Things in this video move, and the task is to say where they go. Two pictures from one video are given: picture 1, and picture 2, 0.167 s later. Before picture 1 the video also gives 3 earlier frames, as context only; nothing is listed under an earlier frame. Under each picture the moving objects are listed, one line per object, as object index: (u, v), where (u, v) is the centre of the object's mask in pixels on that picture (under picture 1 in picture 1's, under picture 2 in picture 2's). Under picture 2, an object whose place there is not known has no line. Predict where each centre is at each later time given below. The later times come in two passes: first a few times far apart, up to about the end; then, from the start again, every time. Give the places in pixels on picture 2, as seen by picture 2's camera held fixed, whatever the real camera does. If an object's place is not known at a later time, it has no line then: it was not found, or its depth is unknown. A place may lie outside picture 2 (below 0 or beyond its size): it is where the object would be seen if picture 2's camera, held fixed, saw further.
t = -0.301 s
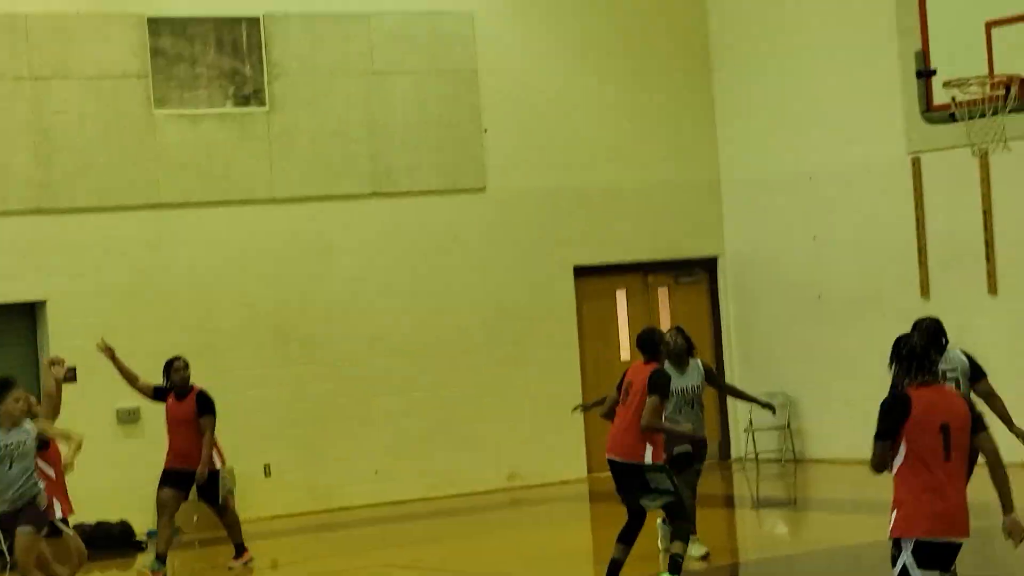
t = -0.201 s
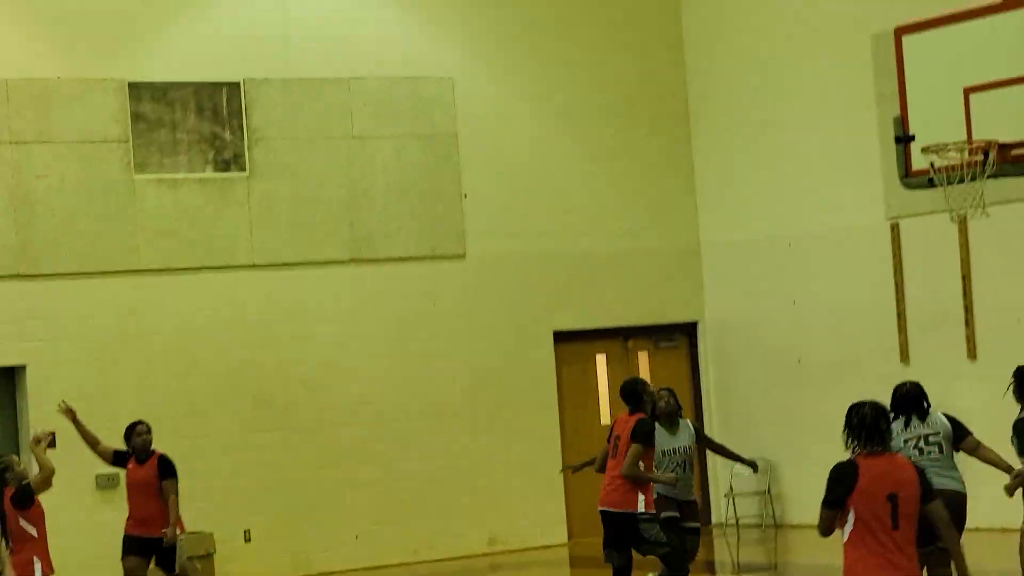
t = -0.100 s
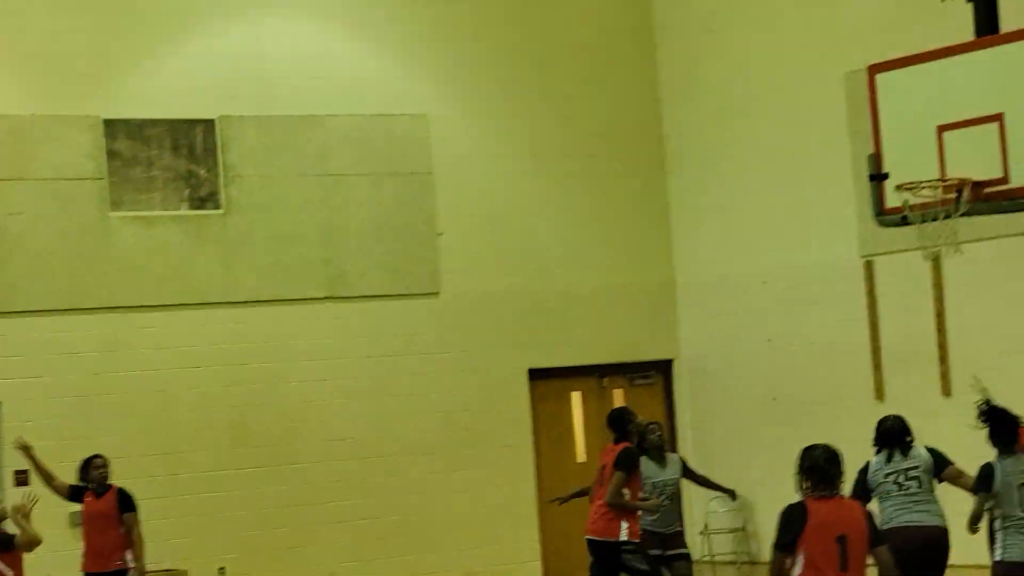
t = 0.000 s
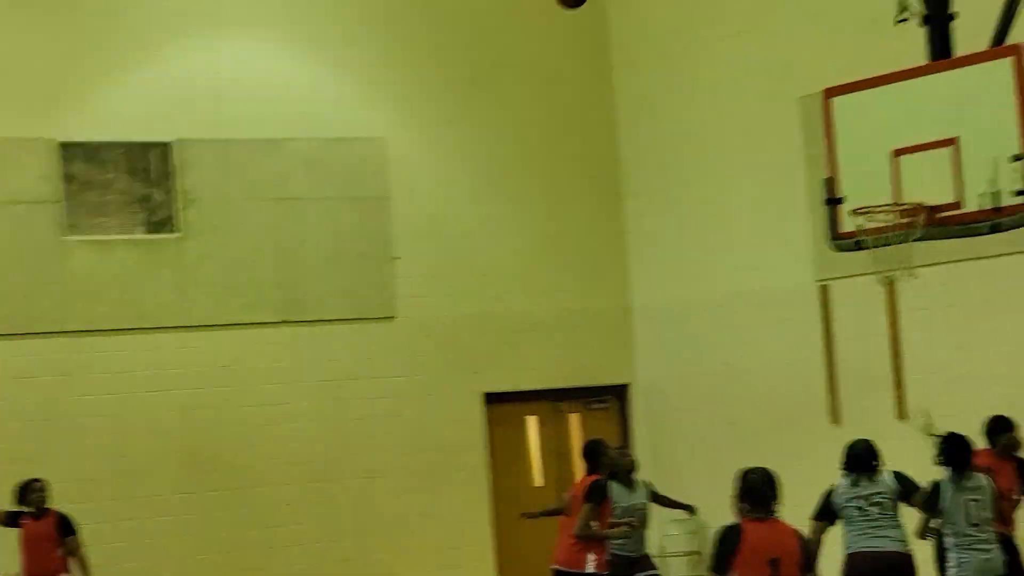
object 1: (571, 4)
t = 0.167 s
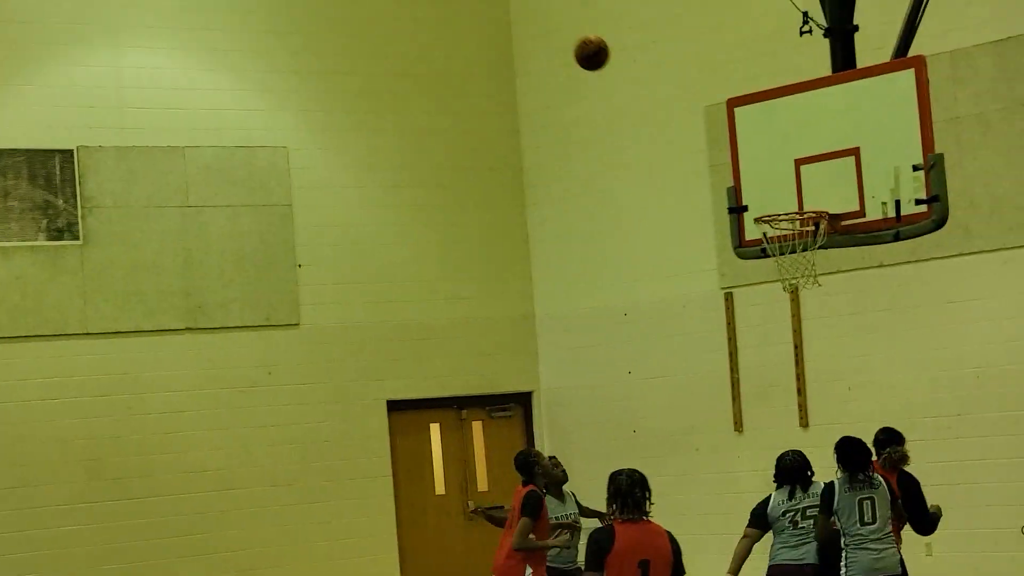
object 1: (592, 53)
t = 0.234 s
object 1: (638, 84)
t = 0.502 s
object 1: (818, 242)
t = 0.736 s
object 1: (834, 260)
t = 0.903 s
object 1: (823, 297)
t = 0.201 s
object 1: (615, 67)
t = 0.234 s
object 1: (638, 84)
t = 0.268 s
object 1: (661, 102)
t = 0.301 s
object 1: (685, 122)
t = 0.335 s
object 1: (708, 143)
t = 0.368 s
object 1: (731, 166)
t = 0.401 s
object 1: (755, 192)
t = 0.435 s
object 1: (777, 213)
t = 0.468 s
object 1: (798, 229)
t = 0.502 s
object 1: (818, 242)
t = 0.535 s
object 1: (830, 245)
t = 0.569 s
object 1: (837, 246)
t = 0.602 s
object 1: (838, 244)
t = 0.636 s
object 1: (837, 254)
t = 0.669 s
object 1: (835, 254)
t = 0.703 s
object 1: (835, 257)
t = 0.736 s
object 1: (834, 260)
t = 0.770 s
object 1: (833, 264)
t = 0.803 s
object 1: (831, 271)
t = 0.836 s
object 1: (829, 278)
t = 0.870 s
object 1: (826, 285)
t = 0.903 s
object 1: (823, 297)
